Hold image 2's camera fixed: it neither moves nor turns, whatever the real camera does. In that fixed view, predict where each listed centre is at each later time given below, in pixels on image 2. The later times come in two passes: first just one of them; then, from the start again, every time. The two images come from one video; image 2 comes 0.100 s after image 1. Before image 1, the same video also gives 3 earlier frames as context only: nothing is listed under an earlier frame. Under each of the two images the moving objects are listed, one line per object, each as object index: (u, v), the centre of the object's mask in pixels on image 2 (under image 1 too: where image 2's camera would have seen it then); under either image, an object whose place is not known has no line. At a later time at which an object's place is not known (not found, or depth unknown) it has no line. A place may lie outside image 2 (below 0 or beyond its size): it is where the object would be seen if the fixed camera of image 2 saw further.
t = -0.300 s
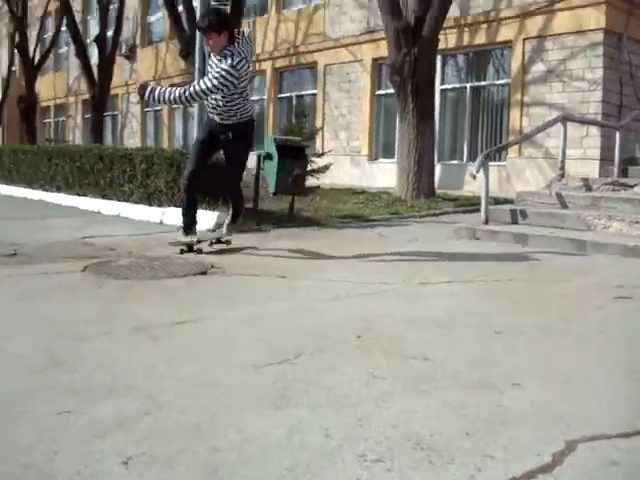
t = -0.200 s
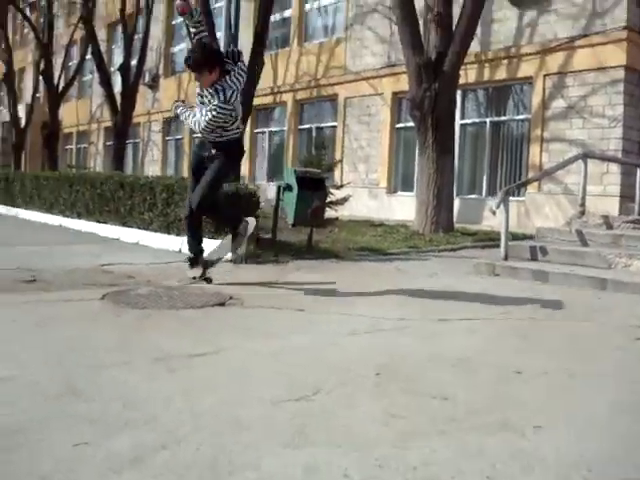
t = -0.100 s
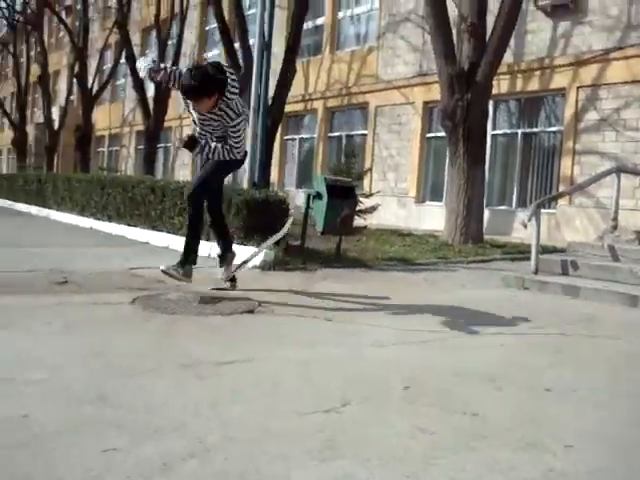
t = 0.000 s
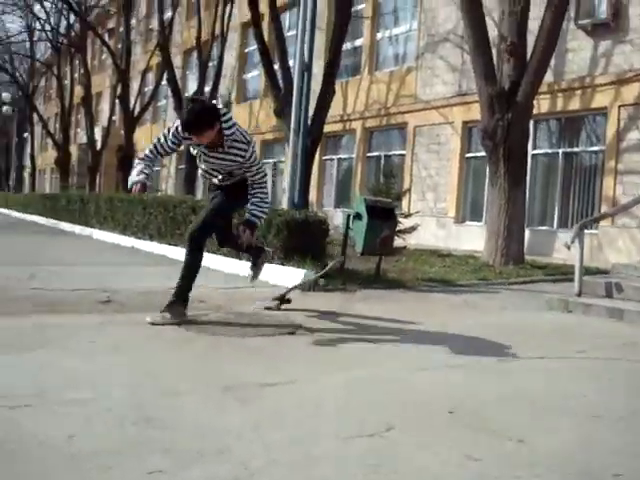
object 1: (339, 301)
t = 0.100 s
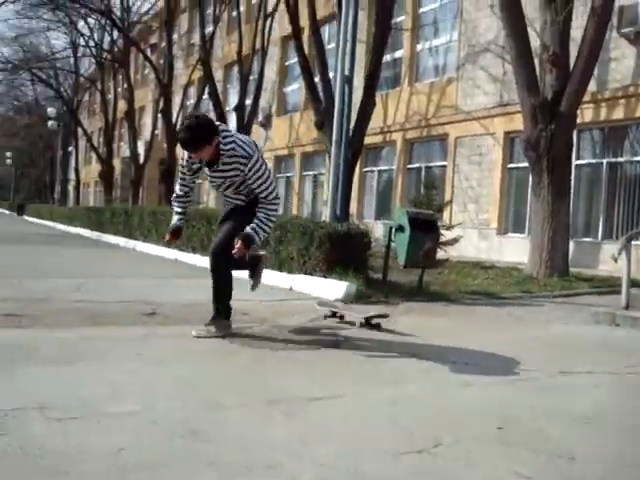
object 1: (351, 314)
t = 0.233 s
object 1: (356, 314)
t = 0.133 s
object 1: (352, 313)
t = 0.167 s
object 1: (353, 313)
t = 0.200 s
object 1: (356, 314)
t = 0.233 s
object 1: (356, 314)
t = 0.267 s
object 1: (356, 317)
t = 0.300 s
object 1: (358, 317)
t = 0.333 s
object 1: (359, 318)
